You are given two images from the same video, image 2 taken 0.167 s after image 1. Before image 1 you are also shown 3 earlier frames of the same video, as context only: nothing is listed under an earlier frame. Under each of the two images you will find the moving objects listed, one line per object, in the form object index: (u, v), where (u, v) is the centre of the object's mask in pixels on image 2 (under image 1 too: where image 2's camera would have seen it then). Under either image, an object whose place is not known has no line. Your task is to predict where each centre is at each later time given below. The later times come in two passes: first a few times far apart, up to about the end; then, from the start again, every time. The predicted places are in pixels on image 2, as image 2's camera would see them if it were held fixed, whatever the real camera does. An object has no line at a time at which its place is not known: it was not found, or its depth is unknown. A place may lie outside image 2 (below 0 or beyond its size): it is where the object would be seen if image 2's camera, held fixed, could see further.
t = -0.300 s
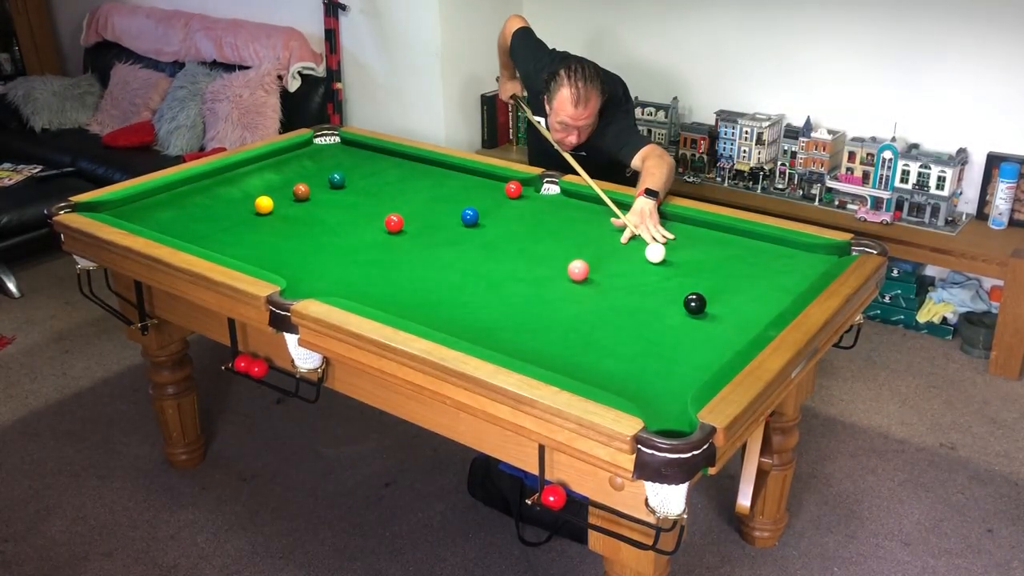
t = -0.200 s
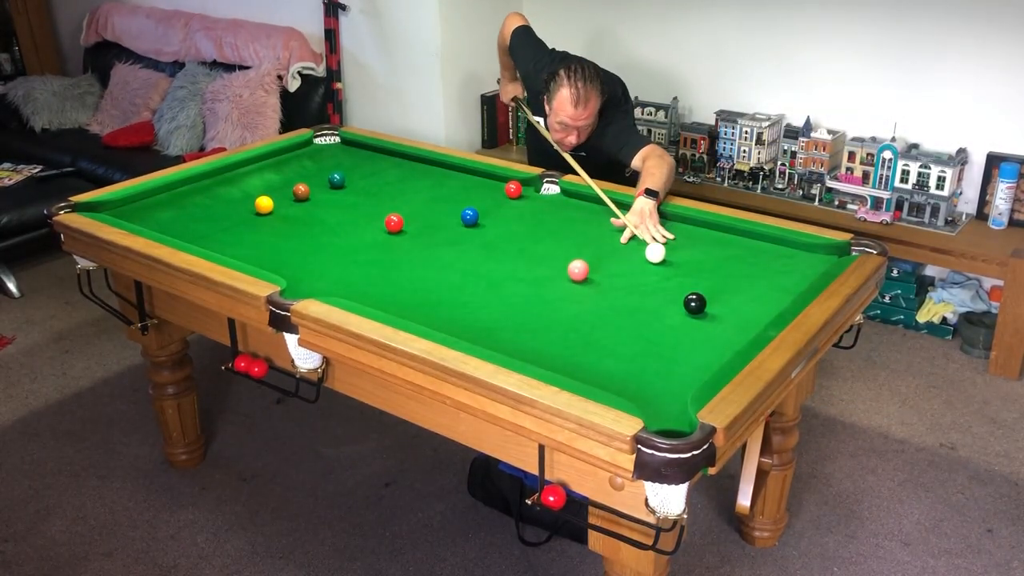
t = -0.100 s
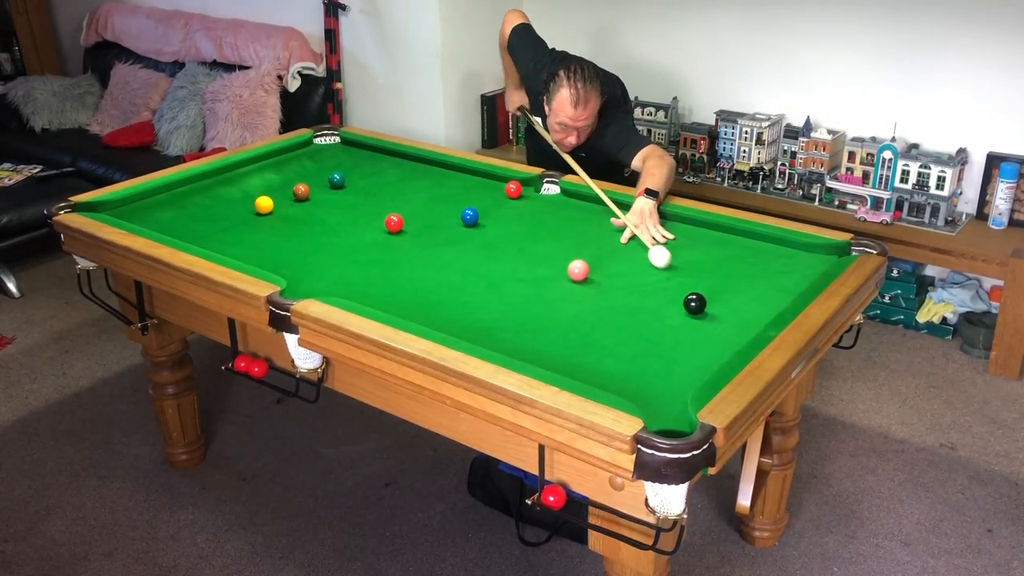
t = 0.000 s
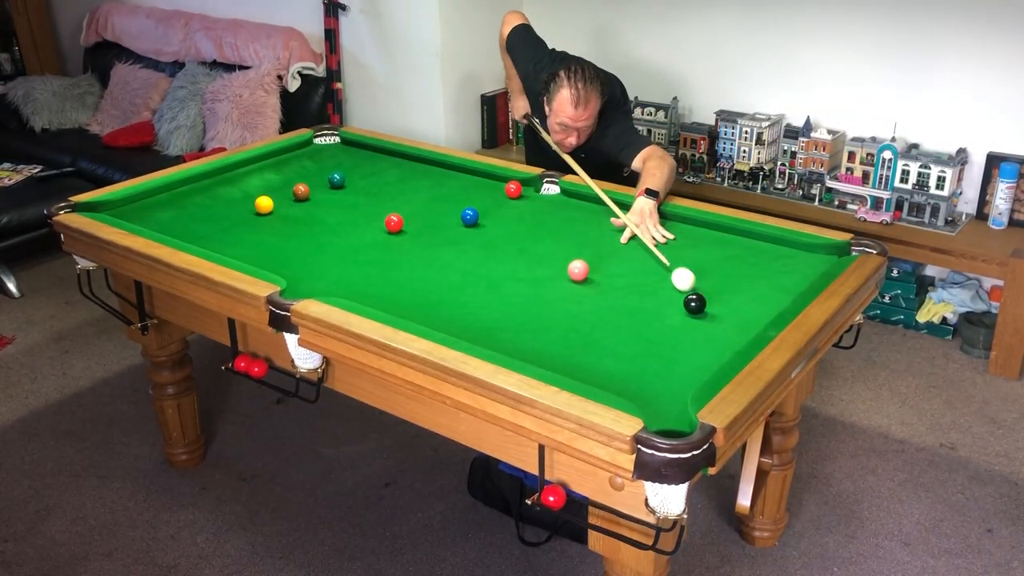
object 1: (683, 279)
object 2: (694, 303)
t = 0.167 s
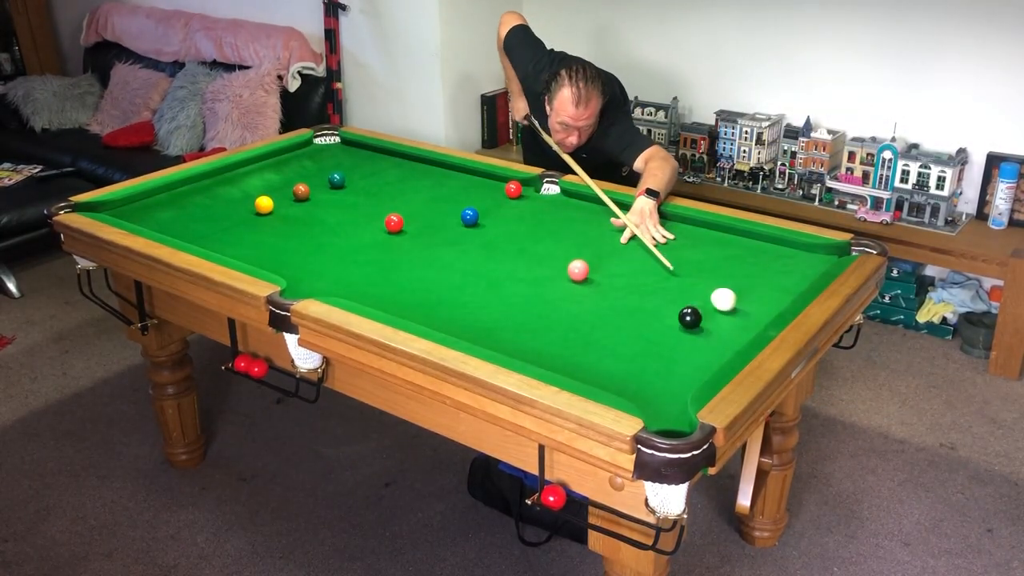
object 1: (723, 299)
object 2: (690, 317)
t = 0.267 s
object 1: (748, 305)
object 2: (686, 329)
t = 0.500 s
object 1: (746, 302)
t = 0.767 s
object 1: (709, 288)
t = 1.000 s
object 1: (681, 277)
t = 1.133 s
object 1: (667, 272)
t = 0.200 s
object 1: (731, 301)
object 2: (688, 321)
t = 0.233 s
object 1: (740, 303)
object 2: (687, 325)
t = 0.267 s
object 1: (748, 305)
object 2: (686, 329)
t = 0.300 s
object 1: (756, 308)
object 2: (685, 333)
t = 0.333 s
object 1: (764, 309)
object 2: (683, 337)
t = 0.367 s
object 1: (766, 309)
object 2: (682, 342)
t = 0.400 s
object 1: (761, 308)
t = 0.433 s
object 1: (756, 306)
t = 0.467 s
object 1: (751, 304)
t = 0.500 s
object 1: (746, 302)
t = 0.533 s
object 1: (741, 300)
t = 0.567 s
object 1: (736, 298)
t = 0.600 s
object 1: (731, 297)
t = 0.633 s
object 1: (727, 295)
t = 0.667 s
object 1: (722, 293)
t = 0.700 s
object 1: (717, 291)
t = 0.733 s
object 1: (713, 290)
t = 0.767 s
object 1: (709, 288)
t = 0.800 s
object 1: (704, 286)
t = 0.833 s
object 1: (700, 285)
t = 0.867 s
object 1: (696, 283)
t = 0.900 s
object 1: (692, 282)
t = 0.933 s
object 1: (688, 280)
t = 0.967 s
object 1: (685, 279)
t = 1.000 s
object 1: (681, 277)
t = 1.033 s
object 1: (677, 276)
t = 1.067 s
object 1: (674, 274)
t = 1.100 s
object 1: (670, 273)
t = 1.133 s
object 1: (667, 272)
